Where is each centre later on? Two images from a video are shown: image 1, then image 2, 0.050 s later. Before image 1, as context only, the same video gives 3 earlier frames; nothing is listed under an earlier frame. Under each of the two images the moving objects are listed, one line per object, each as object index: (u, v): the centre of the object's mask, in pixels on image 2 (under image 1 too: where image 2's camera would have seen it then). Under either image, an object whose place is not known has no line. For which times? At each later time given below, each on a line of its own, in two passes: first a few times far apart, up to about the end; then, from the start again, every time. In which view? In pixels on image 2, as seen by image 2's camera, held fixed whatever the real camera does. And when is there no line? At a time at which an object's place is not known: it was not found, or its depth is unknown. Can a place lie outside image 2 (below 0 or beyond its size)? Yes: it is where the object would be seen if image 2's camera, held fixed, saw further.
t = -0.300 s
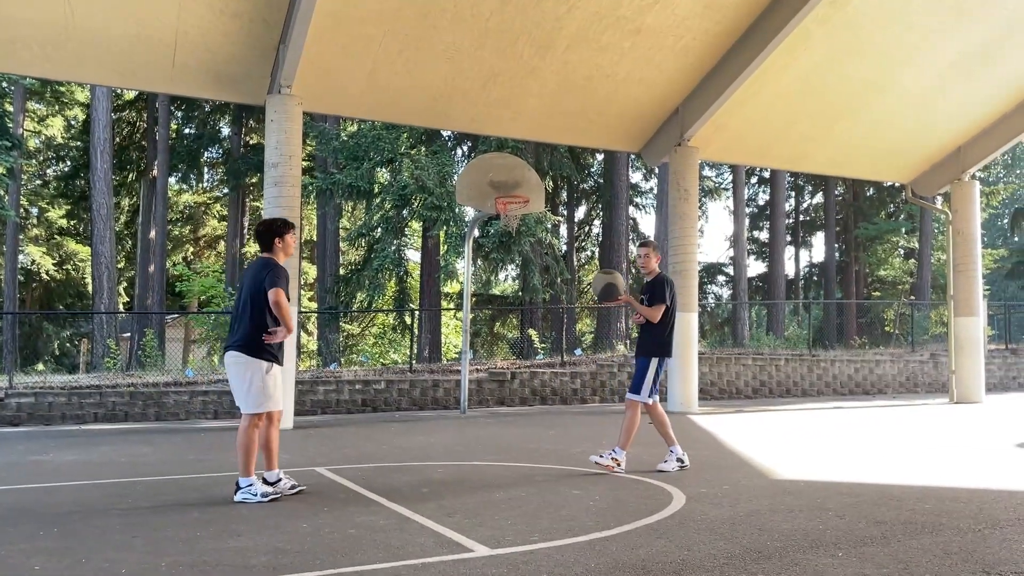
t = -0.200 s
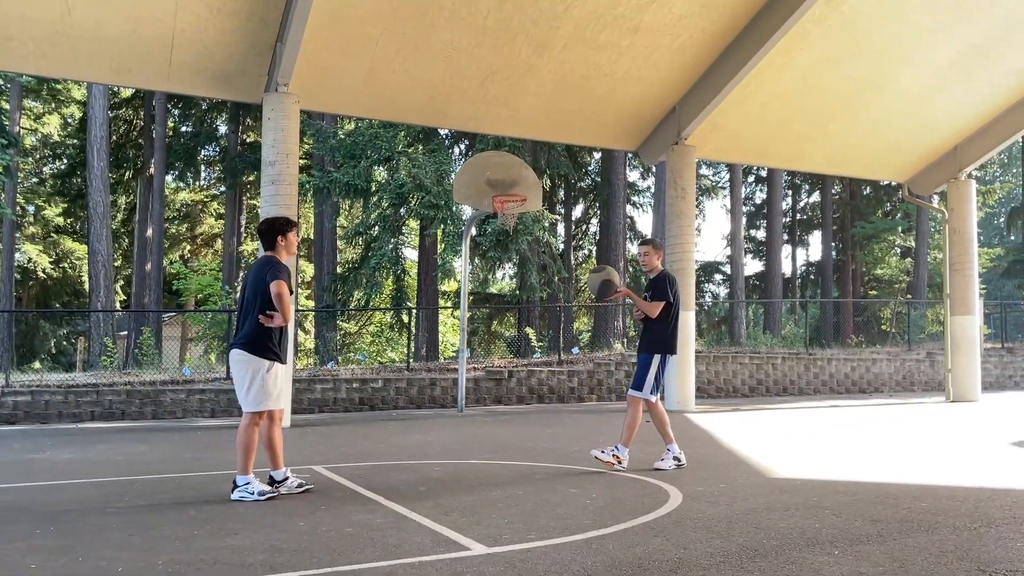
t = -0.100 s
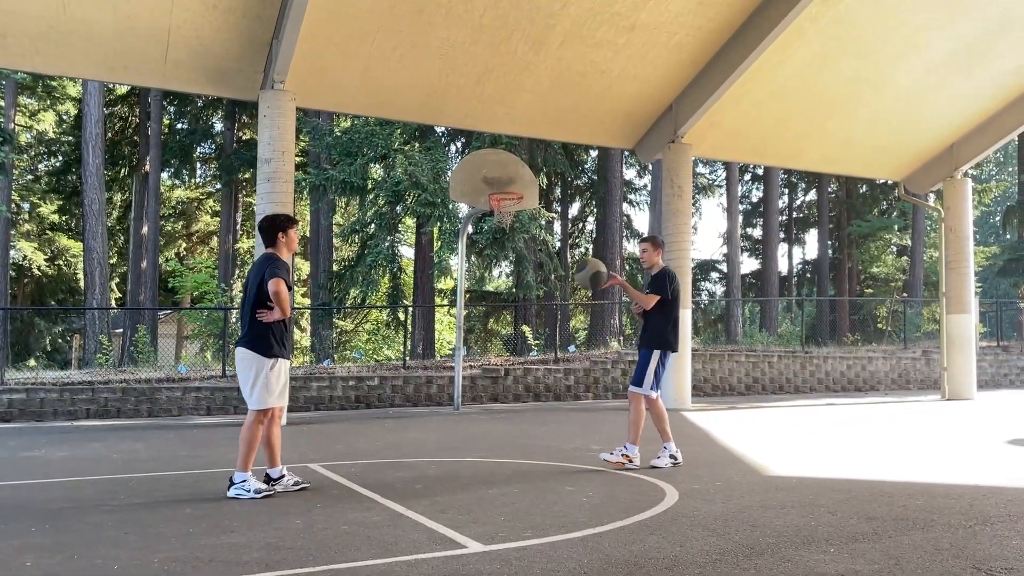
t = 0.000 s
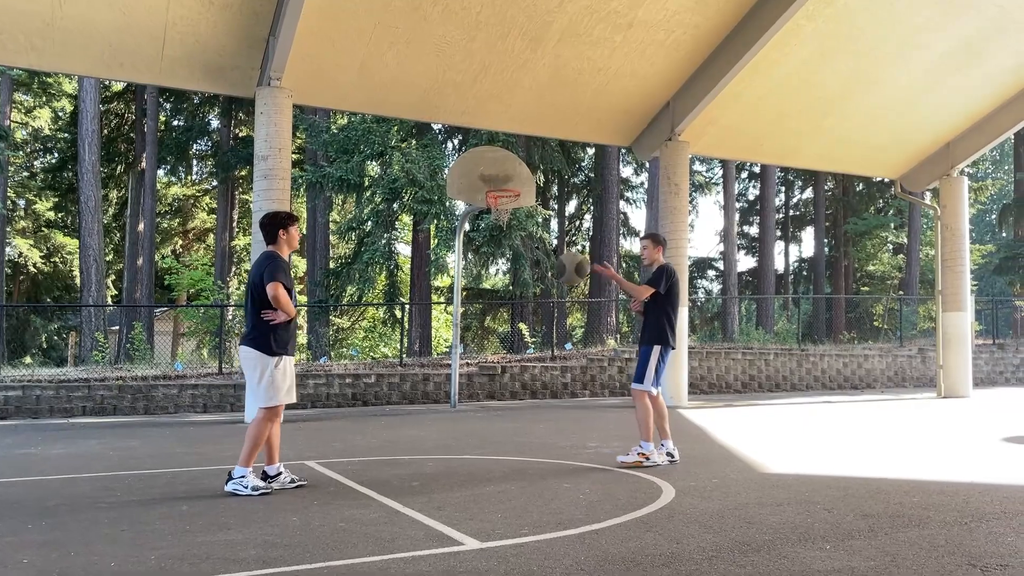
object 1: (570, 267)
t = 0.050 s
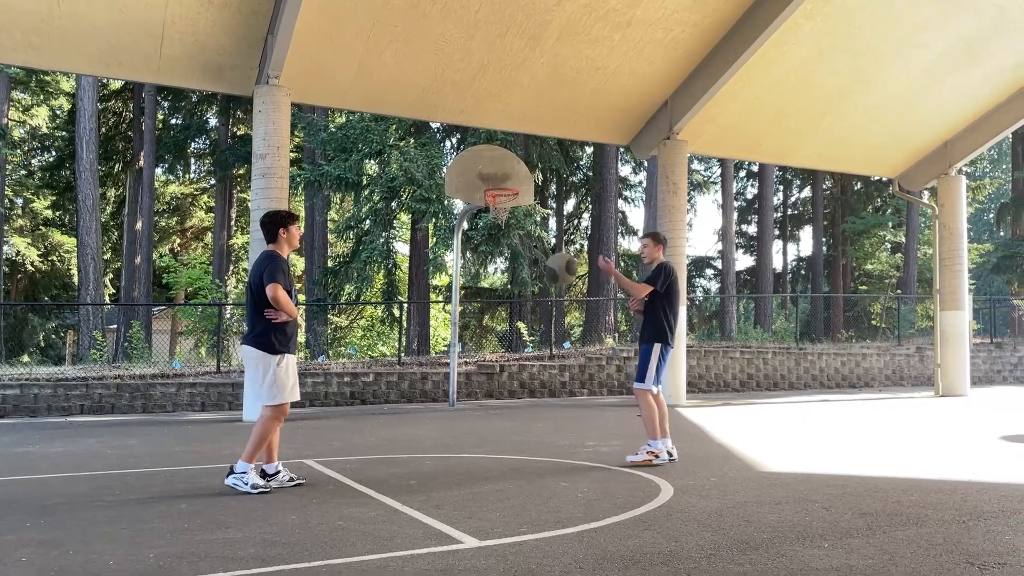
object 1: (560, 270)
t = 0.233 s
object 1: (531, 306)
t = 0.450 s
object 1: (491, 411)
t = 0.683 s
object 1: (448, 383)
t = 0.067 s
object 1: (558, 271)
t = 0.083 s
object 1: (557, 272)
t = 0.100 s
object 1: (553, 274)
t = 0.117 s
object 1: (551, 276)
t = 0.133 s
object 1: (548, 280)
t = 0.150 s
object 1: (545, 283)
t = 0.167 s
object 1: (542, 287)
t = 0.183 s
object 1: (539, 291)
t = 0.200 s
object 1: (537, 295)
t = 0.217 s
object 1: (533, 300)
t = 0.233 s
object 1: (531, 306)
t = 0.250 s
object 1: (528, 311)
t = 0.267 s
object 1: (525, 317)
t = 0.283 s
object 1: (523, 324)
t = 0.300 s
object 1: (520, 331)
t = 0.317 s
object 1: (517, 338)
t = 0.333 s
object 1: (513, 346)
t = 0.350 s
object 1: (510, 355)
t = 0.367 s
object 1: (508, 363)
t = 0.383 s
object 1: (504, 371)
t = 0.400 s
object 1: (502, 381)
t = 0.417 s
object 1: (499, 390)
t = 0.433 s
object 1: (493, 401)
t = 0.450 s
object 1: (491, 411)
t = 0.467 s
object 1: (487, 426)
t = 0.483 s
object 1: (484, 436)
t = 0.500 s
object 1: (482, 446)
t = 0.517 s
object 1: (480, 459)
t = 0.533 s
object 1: (476, 453)
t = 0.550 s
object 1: (473, 443)
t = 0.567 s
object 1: (470, 435)
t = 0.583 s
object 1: (466, 425)
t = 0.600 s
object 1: (464, 418)
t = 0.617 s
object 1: (461, 410)
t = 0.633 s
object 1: (458, 403)
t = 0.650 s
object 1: (454, 396)
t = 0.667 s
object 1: (451, 389)
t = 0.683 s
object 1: (448, 383)
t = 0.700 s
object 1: (444, 378)
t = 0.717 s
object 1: (441, 371)
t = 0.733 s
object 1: (438, 367)
